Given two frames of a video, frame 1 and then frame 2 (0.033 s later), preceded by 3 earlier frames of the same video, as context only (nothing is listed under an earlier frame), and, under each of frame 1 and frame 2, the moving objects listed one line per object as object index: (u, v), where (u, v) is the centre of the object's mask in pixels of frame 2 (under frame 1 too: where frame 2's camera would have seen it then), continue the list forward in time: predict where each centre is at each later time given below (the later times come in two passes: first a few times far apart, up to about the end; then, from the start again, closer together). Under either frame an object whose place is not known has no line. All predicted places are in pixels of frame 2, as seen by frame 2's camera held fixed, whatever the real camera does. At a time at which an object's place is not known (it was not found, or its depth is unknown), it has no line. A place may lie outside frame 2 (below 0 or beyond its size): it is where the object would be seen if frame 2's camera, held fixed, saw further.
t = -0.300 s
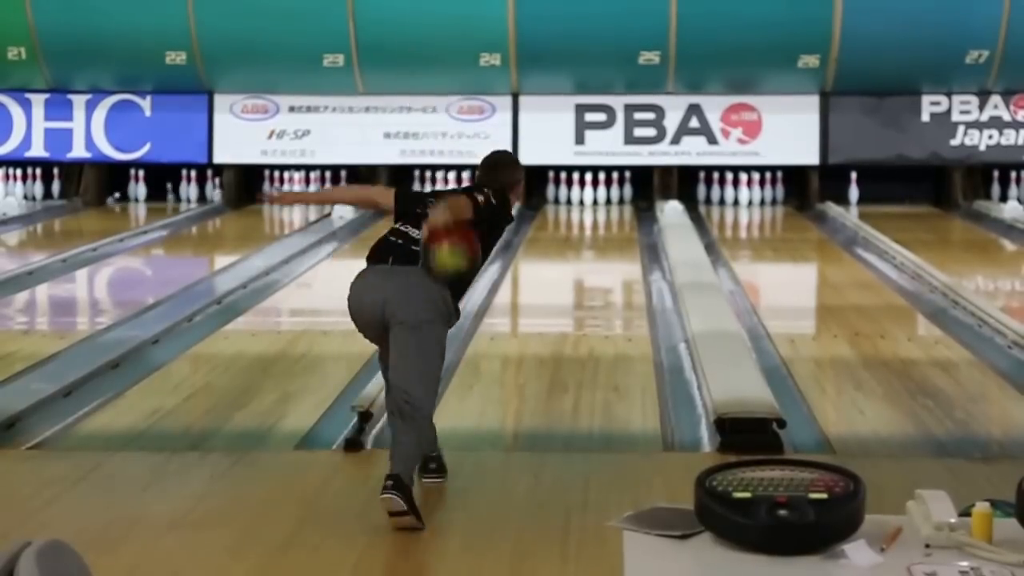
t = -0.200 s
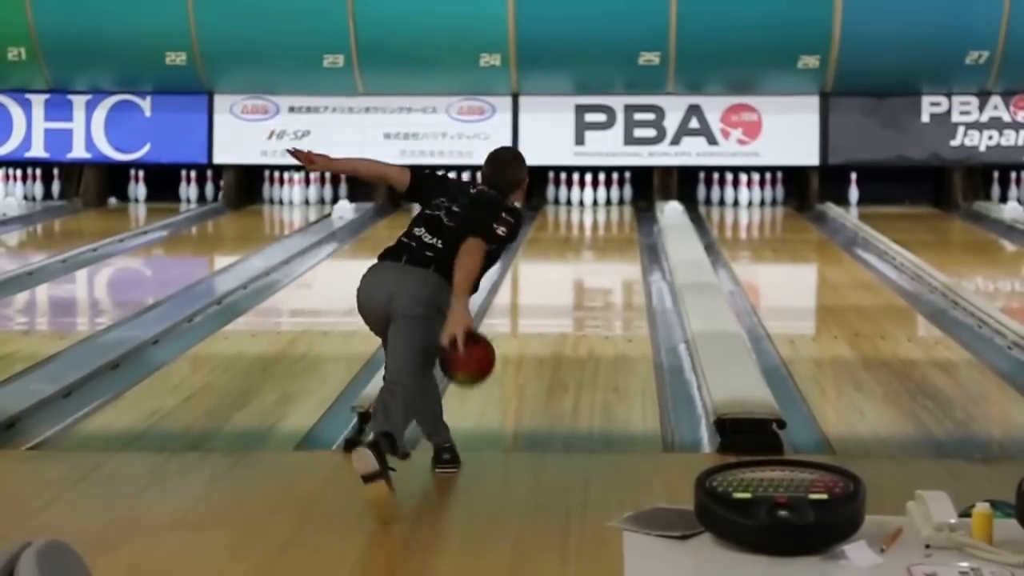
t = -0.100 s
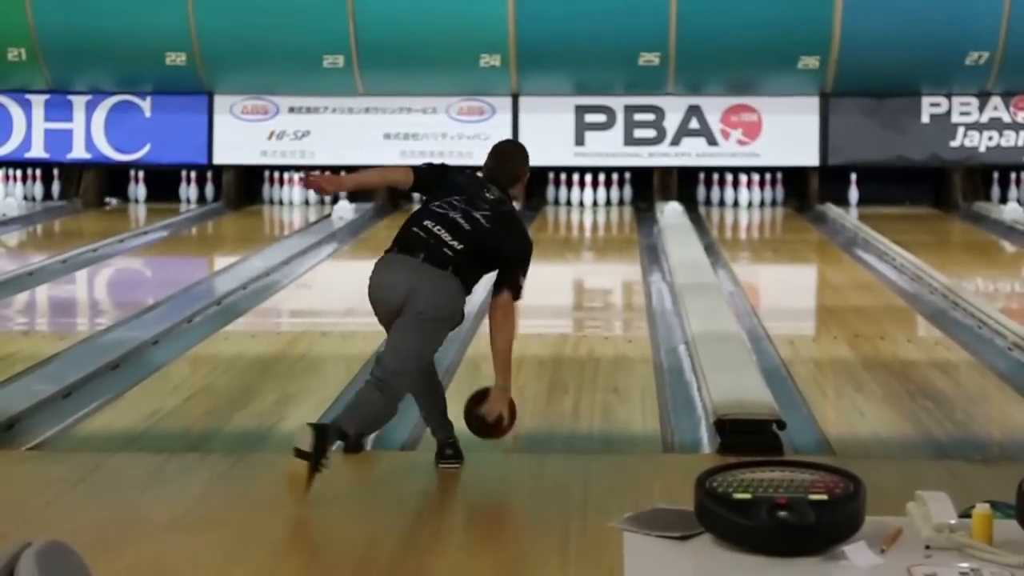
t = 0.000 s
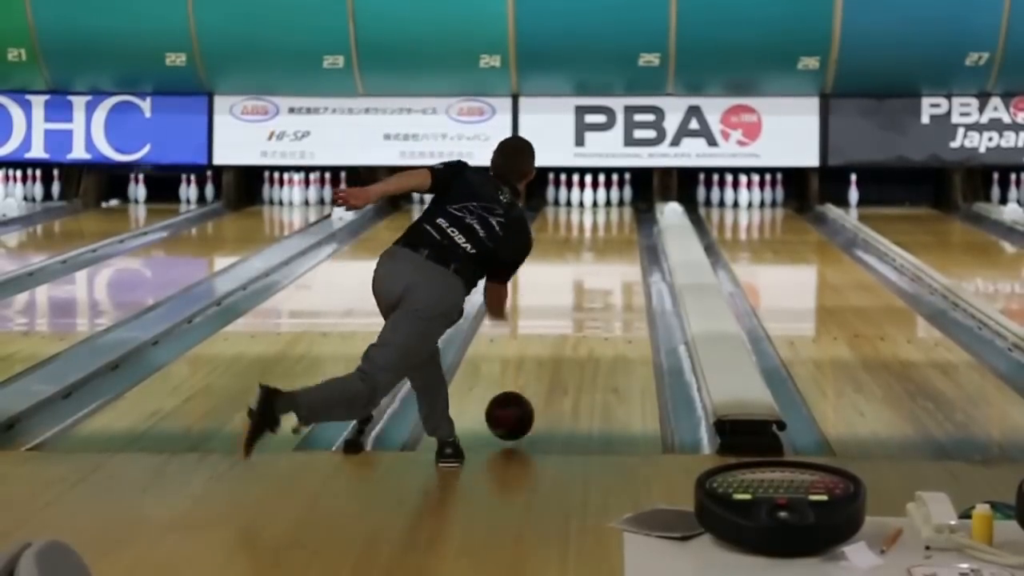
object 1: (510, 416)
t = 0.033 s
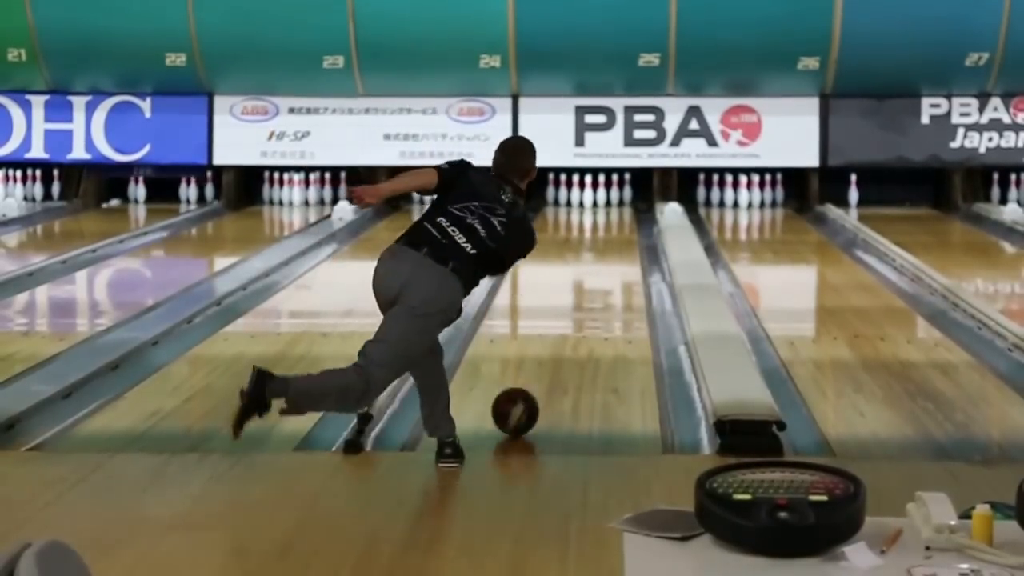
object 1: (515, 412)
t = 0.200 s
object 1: (538, 375)
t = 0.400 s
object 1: (560, 340)
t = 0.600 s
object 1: (577, 312)
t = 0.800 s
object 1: (589, 290)
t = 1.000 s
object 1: (600, 270)
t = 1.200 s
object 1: (607, 254)
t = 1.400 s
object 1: (614, 241)
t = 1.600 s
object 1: (617, 230)
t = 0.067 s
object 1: (520, 404)
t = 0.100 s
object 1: (525, 396)
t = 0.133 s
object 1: (529, 389)
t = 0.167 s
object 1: (534, 381)
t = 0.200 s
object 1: (538, 375)
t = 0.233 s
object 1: (542, 369)
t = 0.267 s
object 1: (546, 362)
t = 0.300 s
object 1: (550, 356)
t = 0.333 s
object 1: (553, 350)
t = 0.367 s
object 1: (557, 345)
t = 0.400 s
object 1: (560, 340)
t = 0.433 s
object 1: (563, 334)
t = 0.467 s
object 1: (566, 330)
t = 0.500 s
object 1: (569, 325)
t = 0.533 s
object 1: (571, 320)
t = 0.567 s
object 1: (574, 316)
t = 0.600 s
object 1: (577, 312)
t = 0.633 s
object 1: (579, 308)
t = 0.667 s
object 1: (581, 305)
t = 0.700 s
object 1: (582, 303)
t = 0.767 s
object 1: (588, 292)
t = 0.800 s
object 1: (589, 290)
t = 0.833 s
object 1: (591, 286)
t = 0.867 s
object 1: (593, 283)
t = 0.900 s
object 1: (595, 280)
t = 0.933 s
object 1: (597, 277)
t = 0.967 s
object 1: (598, 273)
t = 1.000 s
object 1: (600, 270)
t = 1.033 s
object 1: (601, 267)
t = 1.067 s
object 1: (603, 265)
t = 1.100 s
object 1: (604, 262)
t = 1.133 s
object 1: (605, 259)
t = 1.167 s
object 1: (606, 257)
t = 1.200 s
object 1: (607, 254)
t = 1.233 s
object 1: (608, 253)
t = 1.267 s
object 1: (610, 249)
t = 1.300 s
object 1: (610, 248)
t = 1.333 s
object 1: (611, 246)
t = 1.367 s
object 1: (612, 244)
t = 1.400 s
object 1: (614, 241)
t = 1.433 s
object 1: (614, 239)
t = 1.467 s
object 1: (615, 237)
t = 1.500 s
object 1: (615, 235)
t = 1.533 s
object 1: (616, 234)
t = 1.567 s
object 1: (617, 232)
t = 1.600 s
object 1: (617, 230)
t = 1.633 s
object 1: (617, 228)
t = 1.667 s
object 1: (618, 227)
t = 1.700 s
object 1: (620, 224)
